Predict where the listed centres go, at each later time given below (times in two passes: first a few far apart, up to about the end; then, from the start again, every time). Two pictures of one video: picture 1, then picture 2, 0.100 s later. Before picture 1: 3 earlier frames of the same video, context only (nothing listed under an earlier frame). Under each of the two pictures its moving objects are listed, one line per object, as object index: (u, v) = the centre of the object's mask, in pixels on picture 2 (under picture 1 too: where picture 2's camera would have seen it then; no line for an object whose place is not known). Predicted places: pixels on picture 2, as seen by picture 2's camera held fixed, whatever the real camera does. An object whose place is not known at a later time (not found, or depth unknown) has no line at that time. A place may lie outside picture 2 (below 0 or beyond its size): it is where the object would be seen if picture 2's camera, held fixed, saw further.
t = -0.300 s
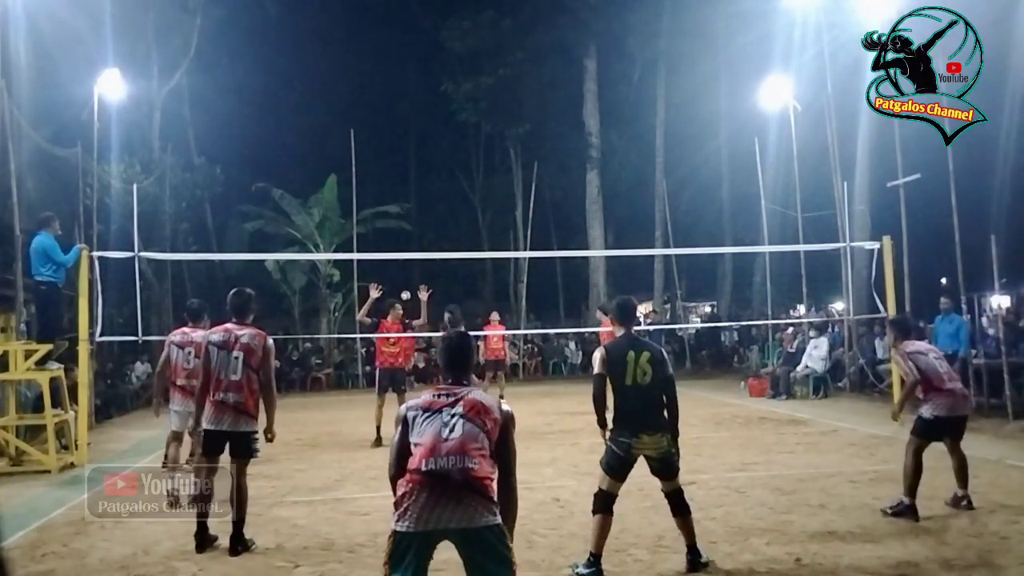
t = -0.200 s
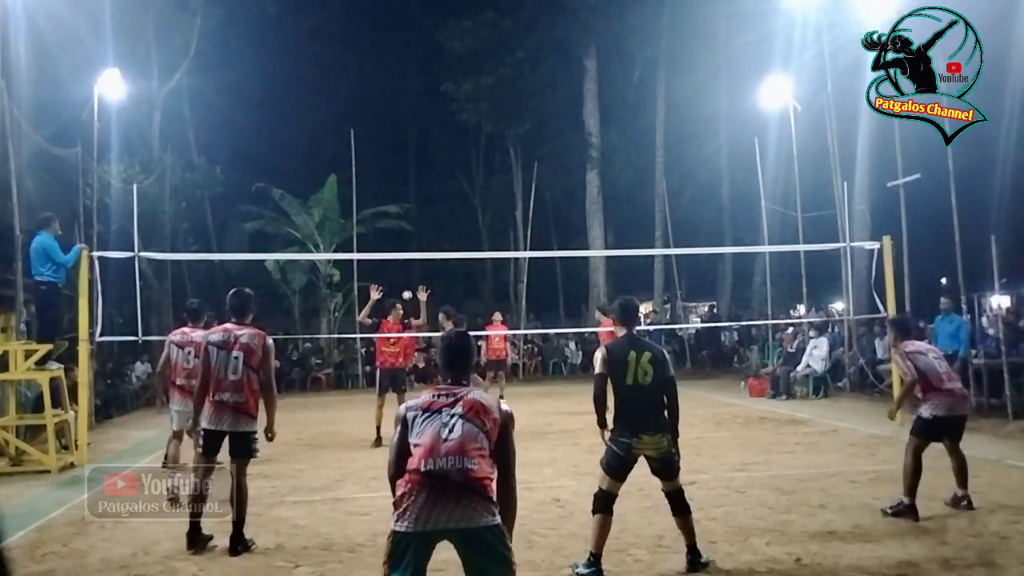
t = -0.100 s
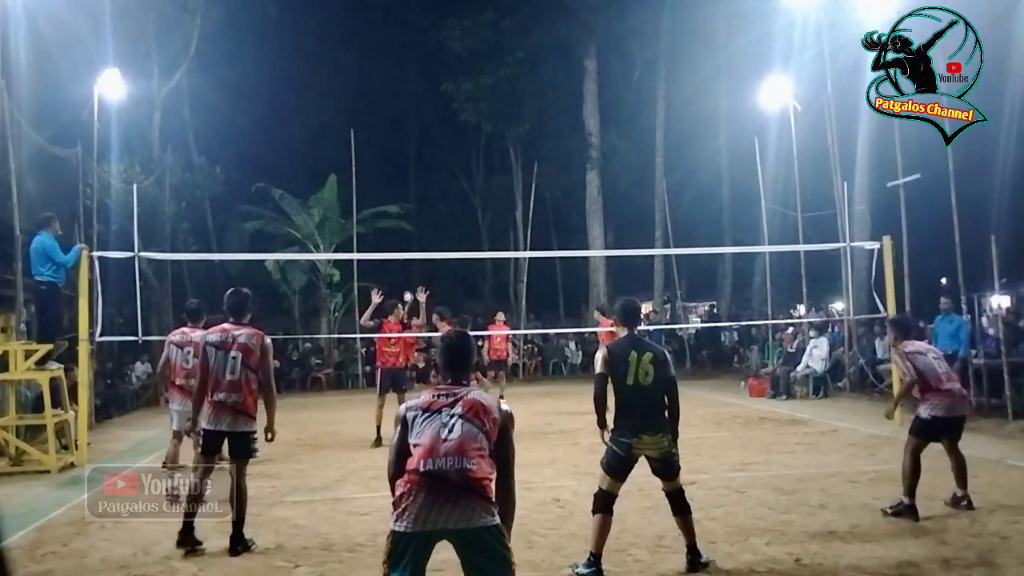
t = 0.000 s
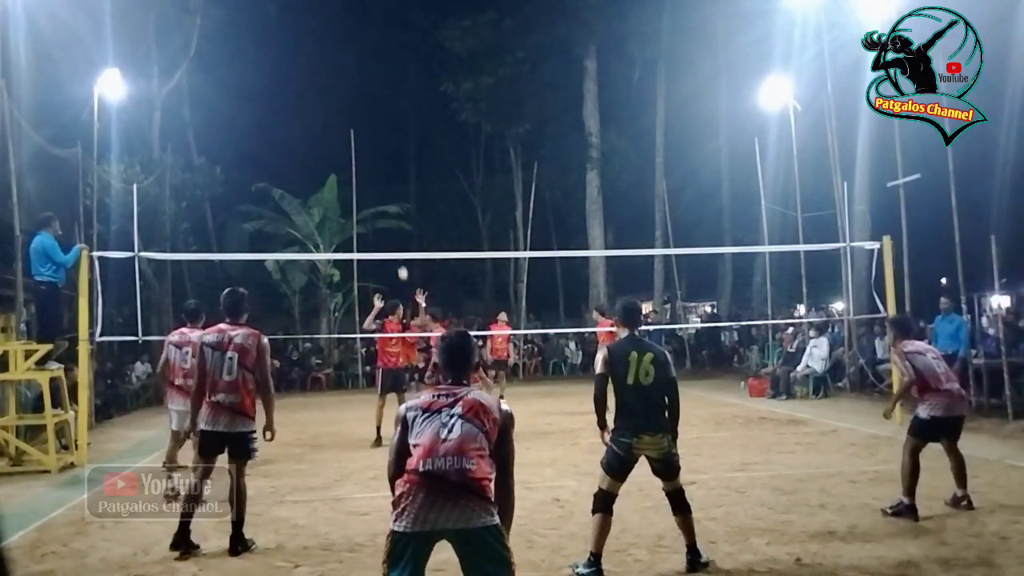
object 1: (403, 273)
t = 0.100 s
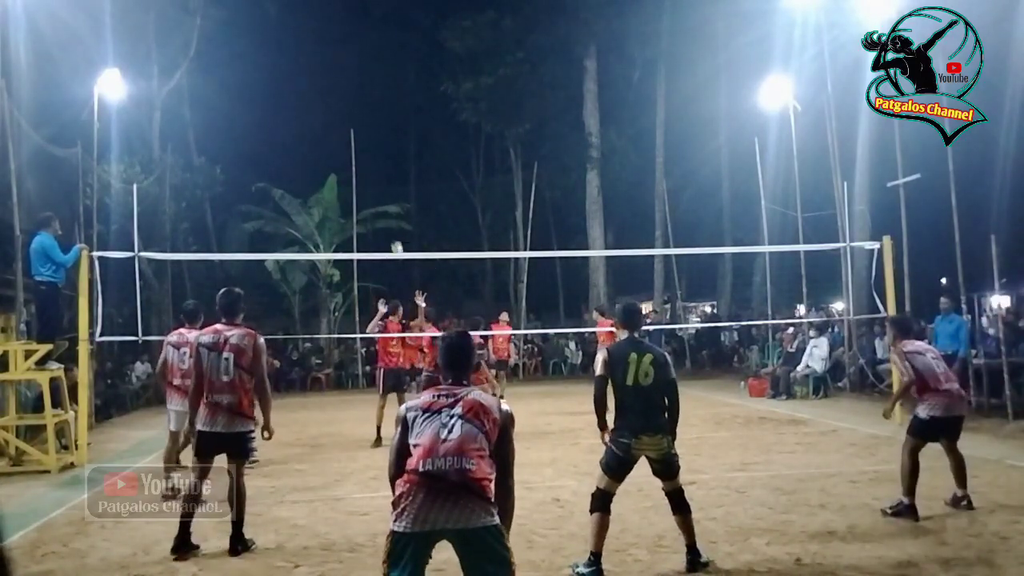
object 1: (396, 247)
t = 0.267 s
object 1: (387, 211)
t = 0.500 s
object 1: (374, 176)
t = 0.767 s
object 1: (356, 172)
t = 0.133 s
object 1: (395, 240)
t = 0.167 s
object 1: (393, 233)
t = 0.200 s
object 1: (391, 225)
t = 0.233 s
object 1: (389, 217)
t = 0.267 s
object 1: (387, 211)
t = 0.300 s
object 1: (385, 204)
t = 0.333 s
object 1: (383, 198)
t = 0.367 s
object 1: (381, 193)
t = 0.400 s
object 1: (380, 188)
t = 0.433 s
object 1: (378, 183)
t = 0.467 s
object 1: (376, 179)
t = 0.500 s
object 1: (374, 176)
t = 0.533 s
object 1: (372, 172)
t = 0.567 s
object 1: (371, 170)
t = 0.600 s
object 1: (369, 168)
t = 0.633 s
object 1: (366, 167)
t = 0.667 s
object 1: (364, 167)
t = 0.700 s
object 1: (362, 168)
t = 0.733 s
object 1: (359, 170)
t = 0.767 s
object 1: (356, 172)
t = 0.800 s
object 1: (353, 176)
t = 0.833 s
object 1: (350, 181)
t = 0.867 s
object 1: (346, 187)
